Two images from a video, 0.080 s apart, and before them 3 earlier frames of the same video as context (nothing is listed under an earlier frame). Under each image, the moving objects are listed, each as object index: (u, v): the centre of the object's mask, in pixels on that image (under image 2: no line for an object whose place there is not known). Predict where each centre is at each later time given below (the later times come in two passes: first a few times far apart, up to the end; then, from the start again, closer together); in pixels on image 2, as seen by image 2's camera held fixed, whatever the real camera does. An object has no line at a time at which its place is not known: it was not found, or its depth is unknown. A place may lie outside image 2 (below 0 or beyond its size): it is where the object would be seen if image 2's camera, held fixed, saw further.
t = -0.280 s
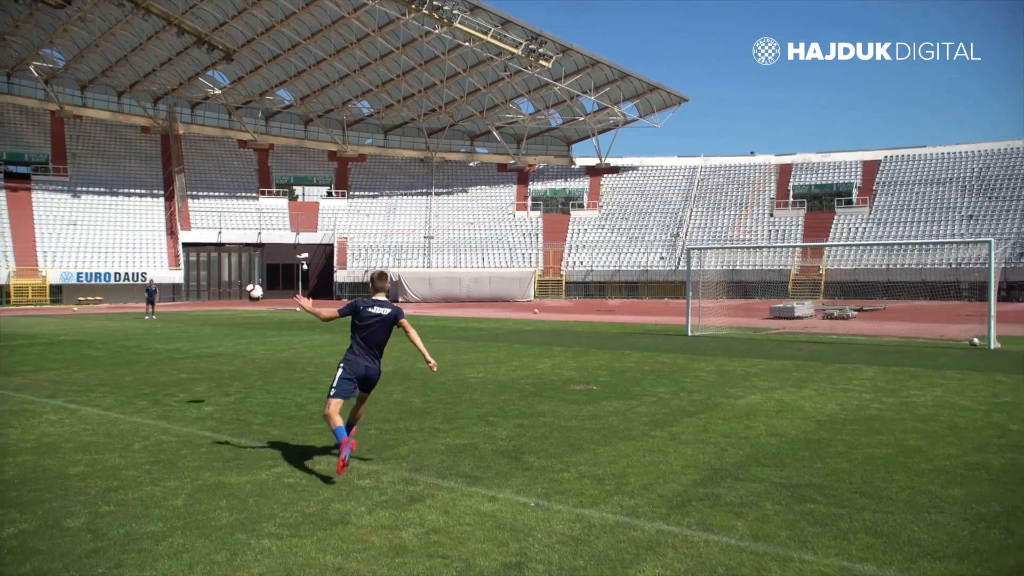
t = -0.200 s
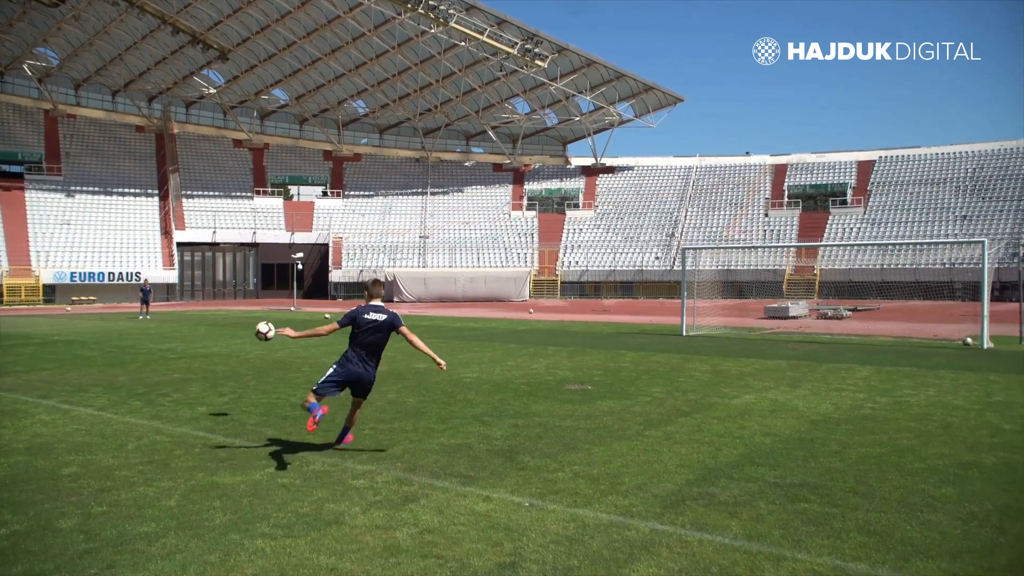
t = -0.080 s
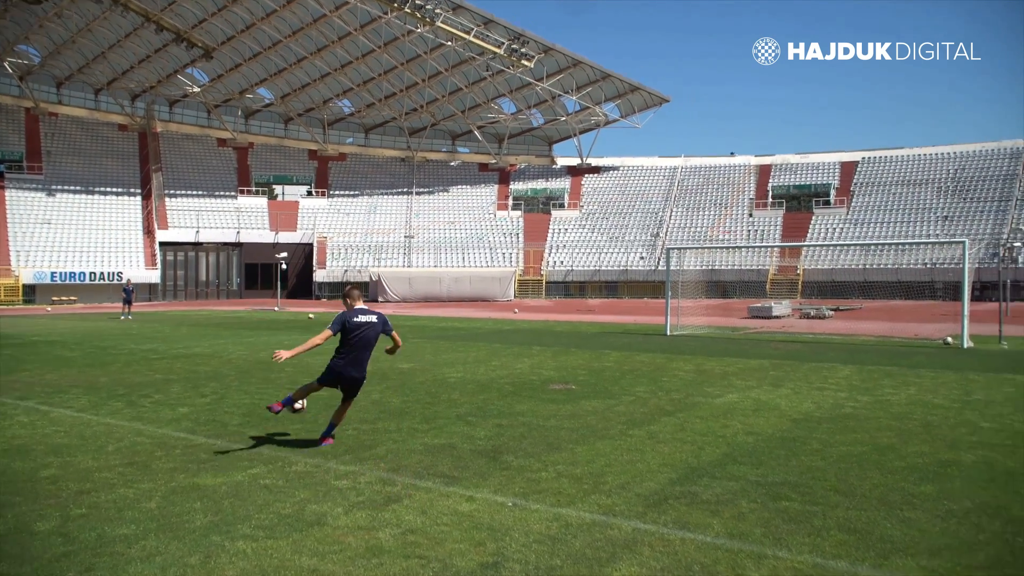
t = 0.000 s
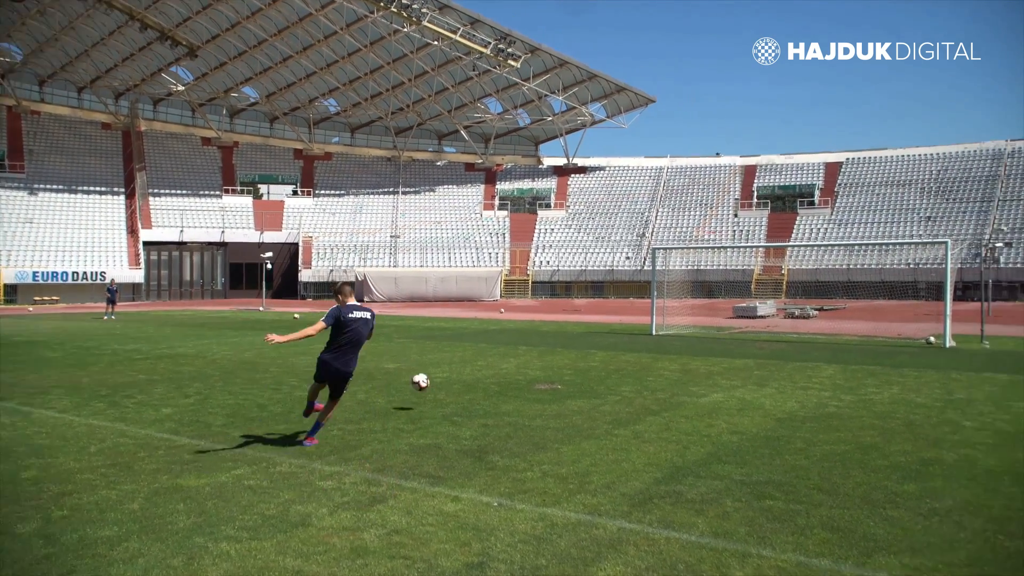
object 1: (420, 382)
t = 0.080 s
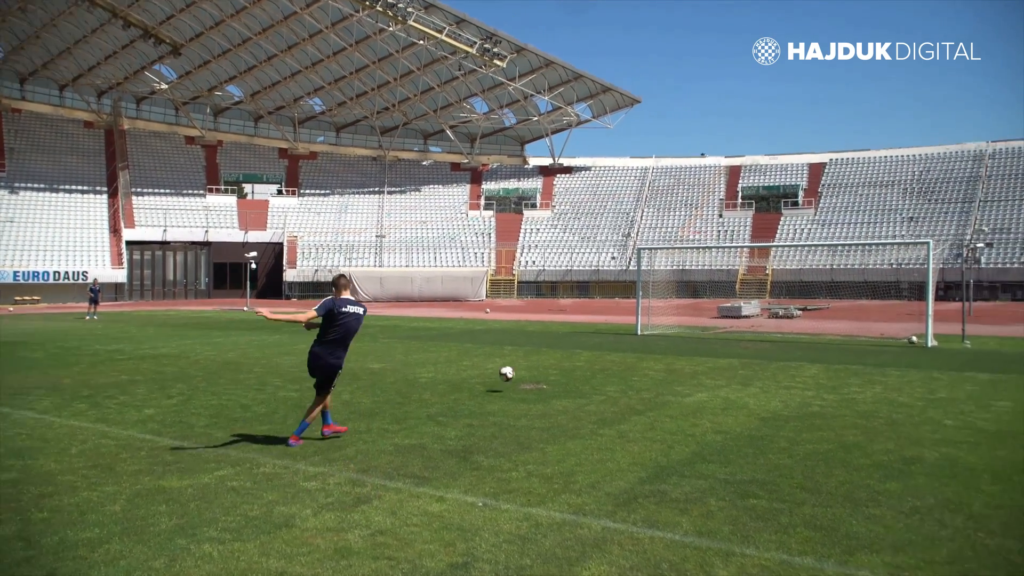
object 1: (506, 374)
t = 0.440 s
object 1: (746, 347)
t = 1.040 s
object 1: (866, 302)
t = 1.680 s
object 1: (809, 268)
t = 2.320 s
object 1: (769, 312)
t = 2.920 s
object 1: (756, 312)
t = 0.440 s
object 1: (746, 347)
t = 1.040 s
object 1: (866, 302)
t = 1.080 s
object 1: (864, 296)
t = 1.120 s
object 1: (861, 289)
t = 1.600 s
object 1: (815, 265)
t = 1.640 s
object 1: (812, 266)
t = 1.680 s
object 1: (809, 268)
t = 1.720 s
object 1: (806, 271)
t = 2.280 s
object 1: (769, 316)
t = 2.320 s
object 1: (769, 312)
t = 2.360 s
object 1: (766, 307)
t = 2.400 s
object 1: (766, 304)
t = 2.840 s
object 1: (757, 304)
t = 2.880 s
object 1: (756, 307)
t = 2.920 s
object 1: (756, 312)
